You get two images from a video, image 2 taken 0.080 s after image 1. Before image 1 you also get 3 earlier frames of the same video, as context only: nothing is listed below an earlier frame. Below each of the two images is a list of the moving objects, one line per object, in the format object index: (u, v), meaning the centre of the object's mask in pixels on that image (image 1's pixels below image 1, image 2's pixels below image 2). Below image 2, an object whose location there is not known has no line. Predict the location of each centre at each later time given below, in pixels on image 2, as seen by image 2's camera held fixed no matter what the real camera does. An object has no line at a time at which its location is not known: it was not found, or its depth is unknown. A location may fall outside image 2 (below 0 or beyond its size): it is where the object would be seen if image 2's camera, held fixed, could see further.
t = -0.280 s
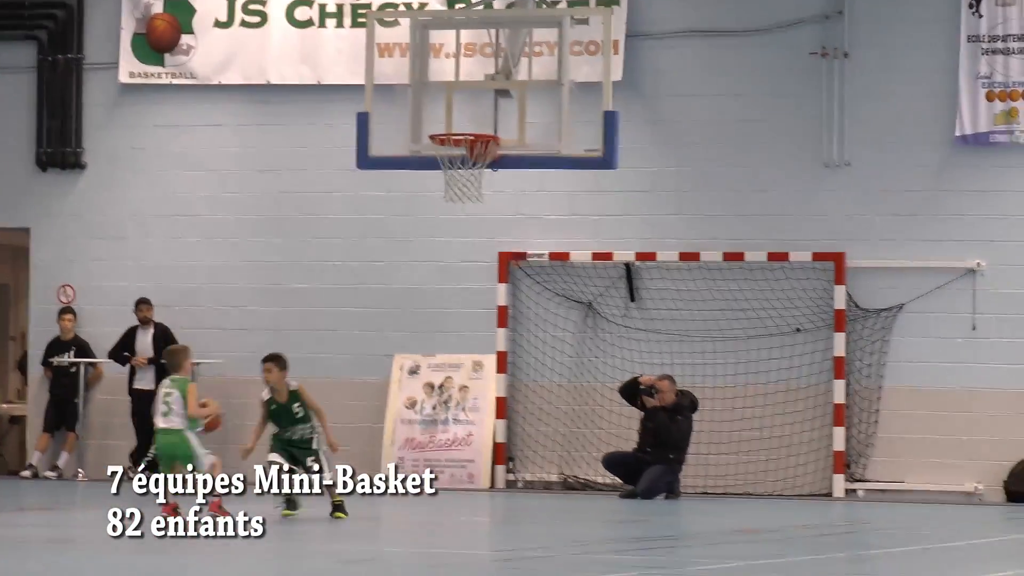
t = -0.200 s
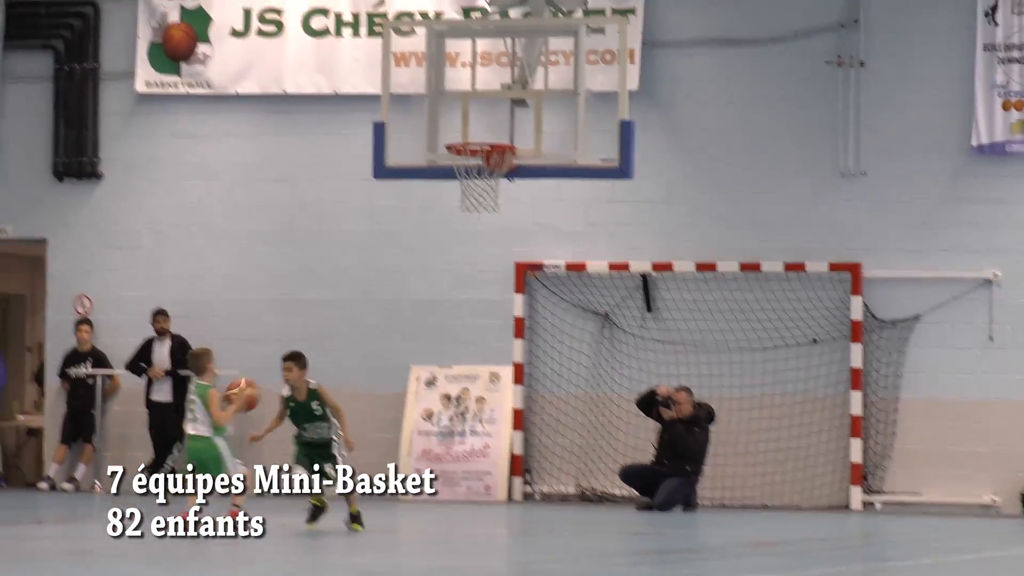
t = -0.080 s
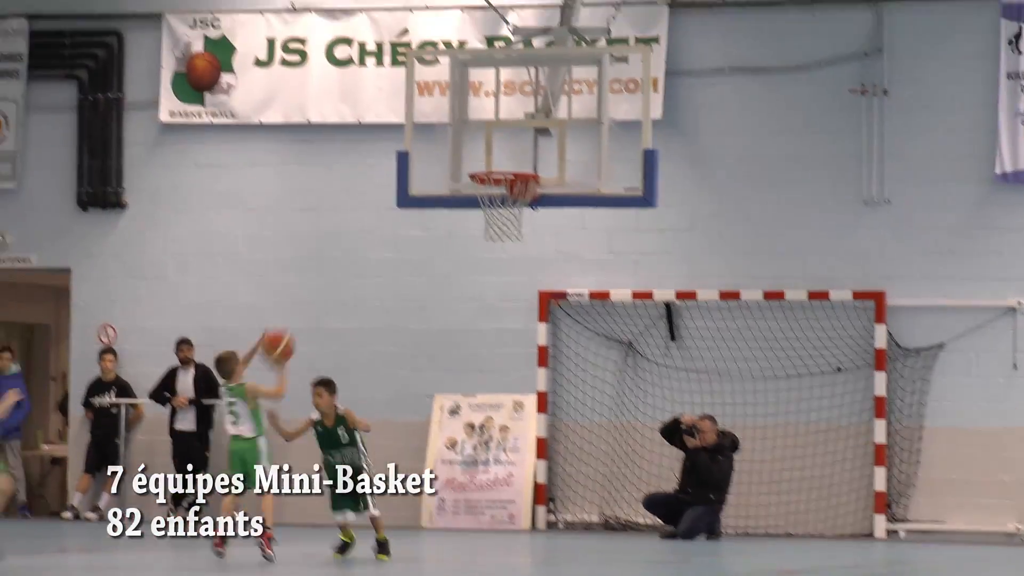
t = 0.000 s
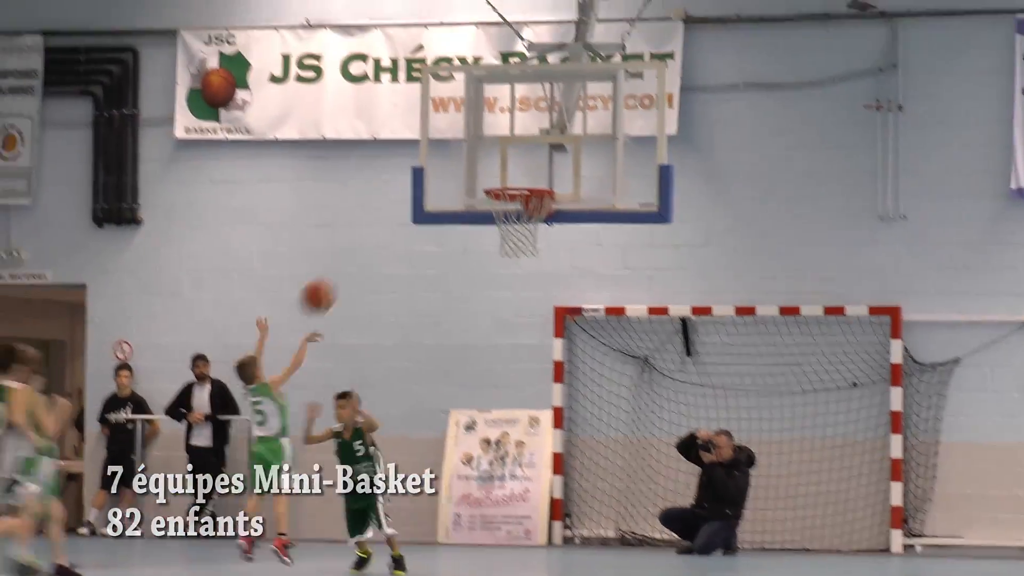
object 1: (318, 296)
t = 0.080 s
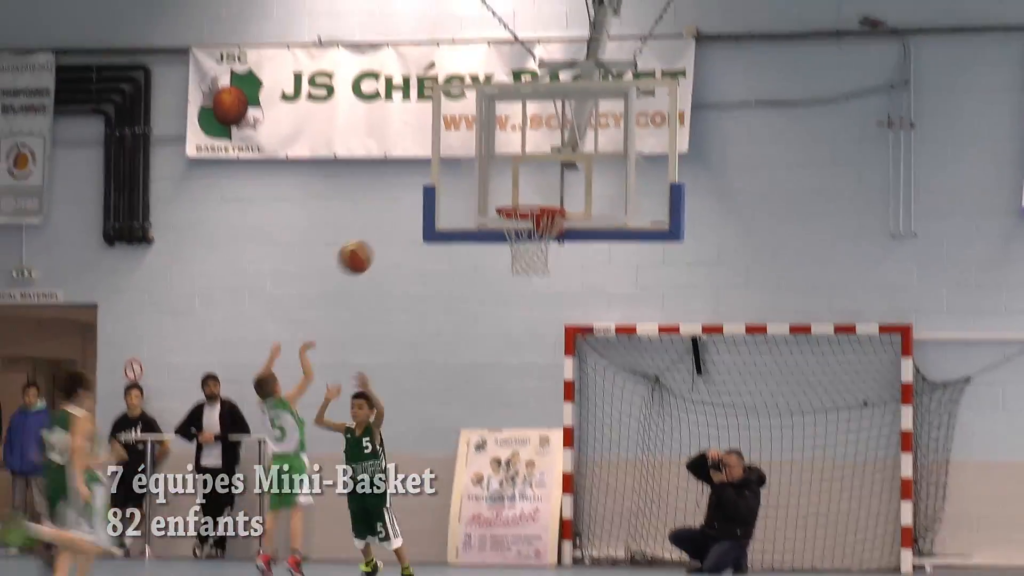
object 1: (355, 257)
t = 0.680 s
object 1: (534, 139)
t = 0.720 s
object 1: (534, 147)
